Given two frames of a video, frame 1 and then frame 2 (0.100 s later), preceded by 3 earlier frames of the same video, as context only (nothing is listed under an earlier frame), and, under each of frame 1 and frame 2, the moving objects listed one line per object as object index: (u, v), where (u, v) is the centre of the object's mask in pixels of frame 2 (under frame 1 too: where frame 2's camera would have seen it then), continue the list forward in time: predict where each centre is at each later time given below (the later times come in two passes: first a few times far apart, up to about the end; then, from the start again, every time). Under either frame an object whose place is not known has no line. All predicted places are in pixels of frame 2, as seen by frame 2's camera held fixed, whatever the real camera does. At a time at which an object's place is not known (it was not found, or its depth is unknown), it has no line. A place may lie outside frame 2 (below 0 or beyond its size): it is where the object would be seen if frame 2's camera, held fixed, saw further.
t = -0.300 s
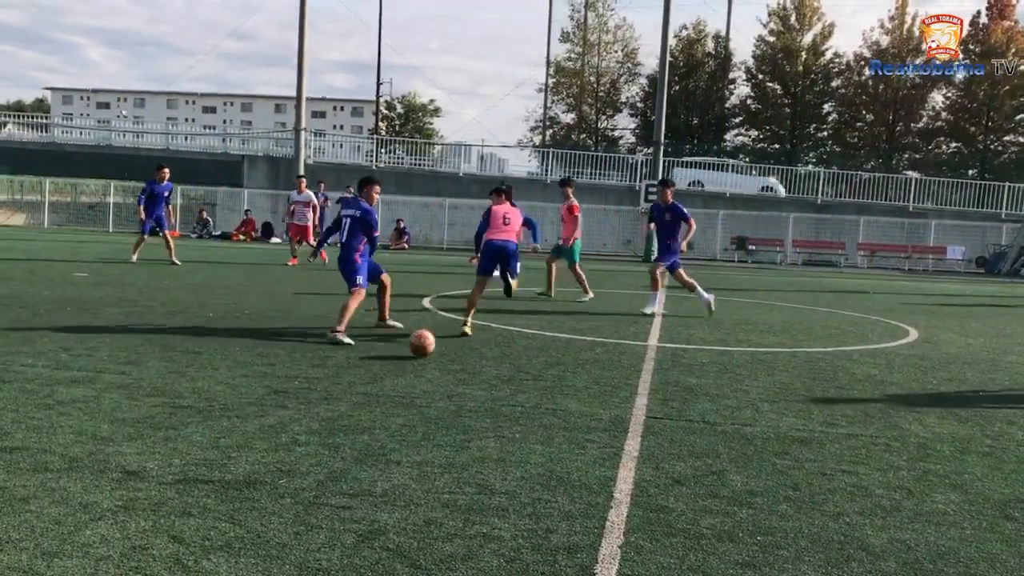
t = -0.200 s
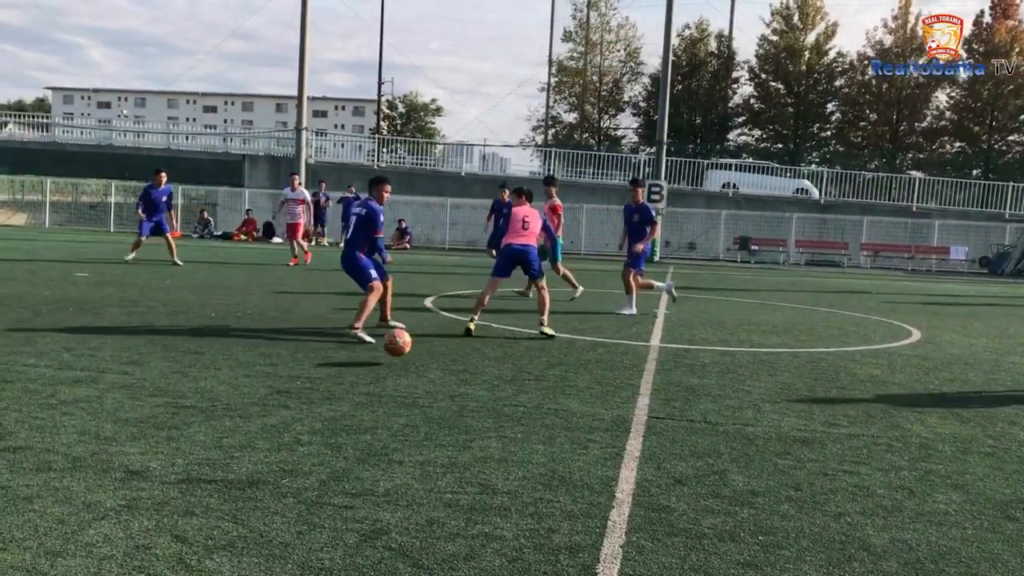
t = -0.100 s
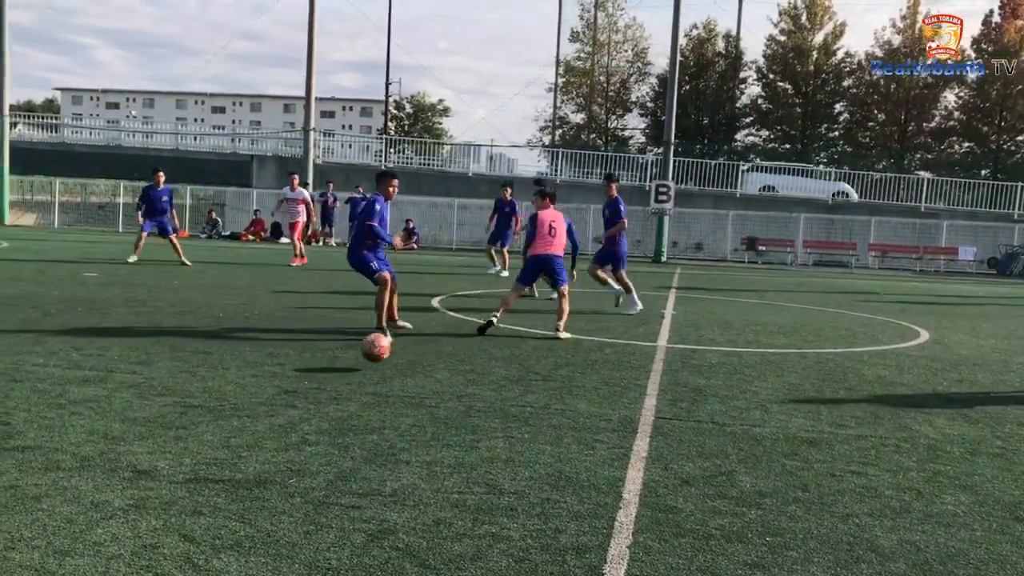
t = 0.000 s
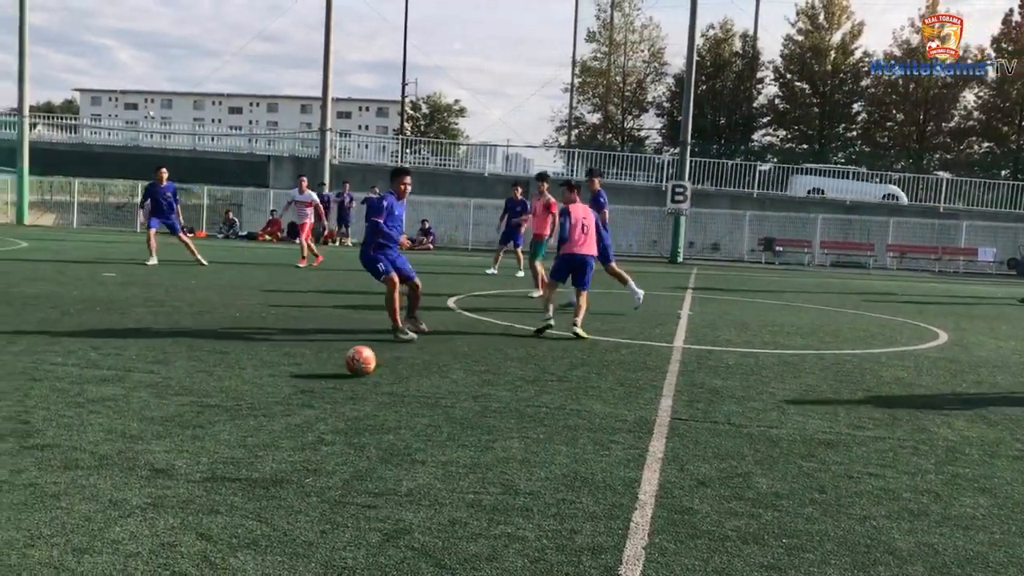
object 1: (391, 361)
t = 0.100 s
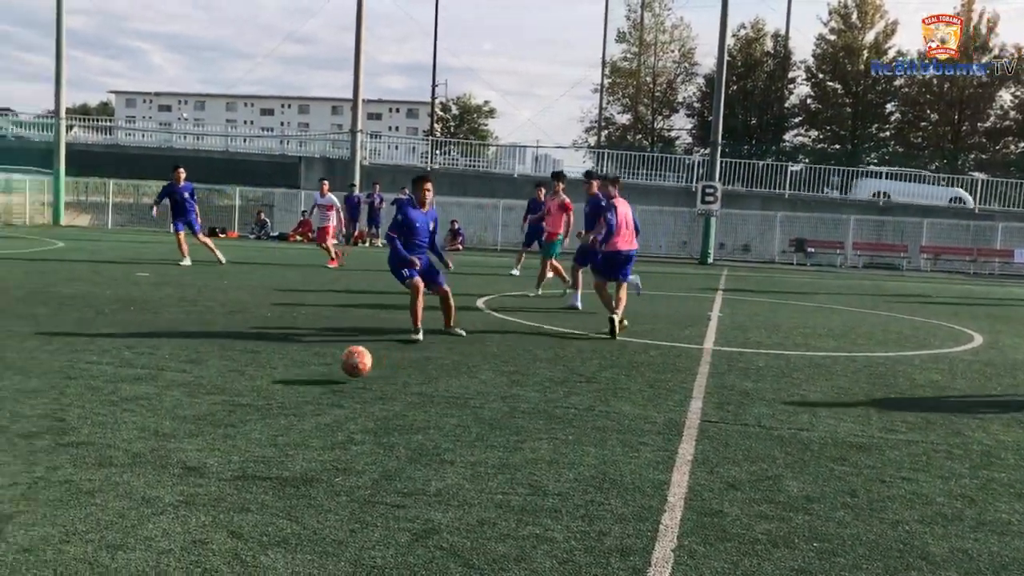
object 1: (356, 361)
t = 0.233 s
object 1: (305, 374)
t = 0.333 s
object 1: (265, 386)
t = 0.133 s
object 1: (344, 365)
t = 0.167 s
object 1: (331, 371)
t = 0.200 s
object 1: (319, 373)
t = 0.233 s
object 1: (305, 374)
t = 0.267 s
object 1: (292, 378)
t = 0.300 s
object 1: (279, 382)
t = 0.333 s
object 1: (265, 386)
